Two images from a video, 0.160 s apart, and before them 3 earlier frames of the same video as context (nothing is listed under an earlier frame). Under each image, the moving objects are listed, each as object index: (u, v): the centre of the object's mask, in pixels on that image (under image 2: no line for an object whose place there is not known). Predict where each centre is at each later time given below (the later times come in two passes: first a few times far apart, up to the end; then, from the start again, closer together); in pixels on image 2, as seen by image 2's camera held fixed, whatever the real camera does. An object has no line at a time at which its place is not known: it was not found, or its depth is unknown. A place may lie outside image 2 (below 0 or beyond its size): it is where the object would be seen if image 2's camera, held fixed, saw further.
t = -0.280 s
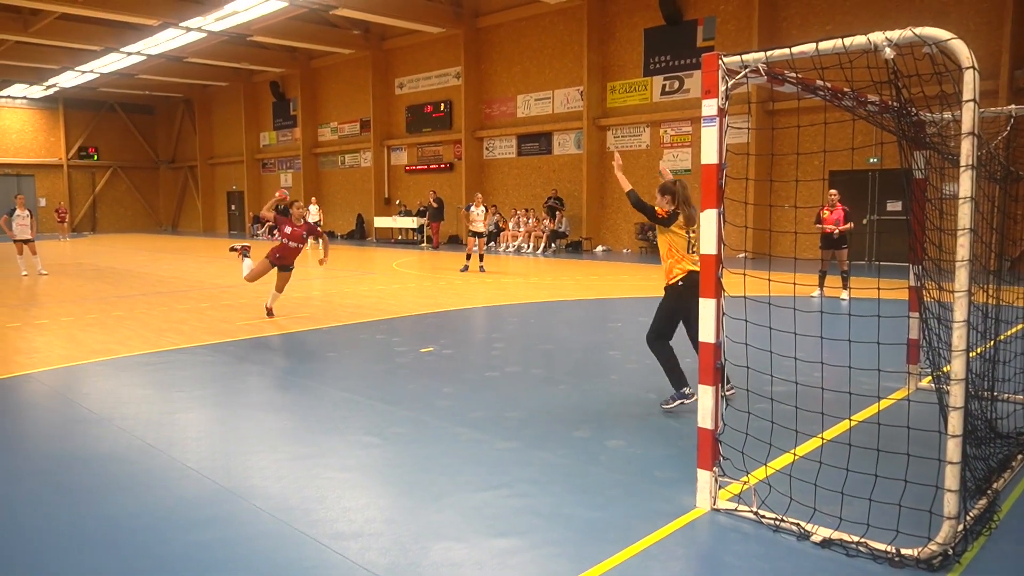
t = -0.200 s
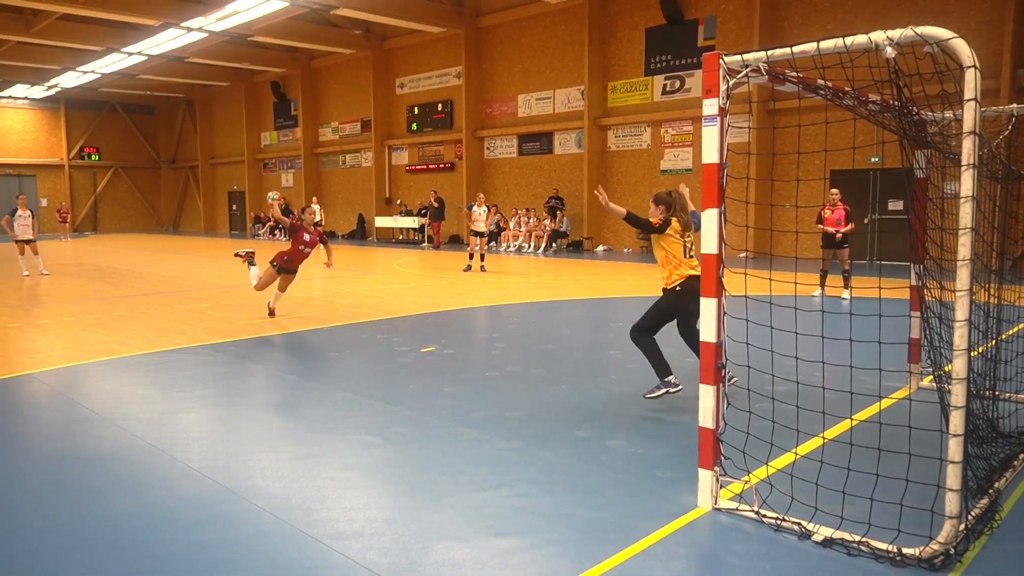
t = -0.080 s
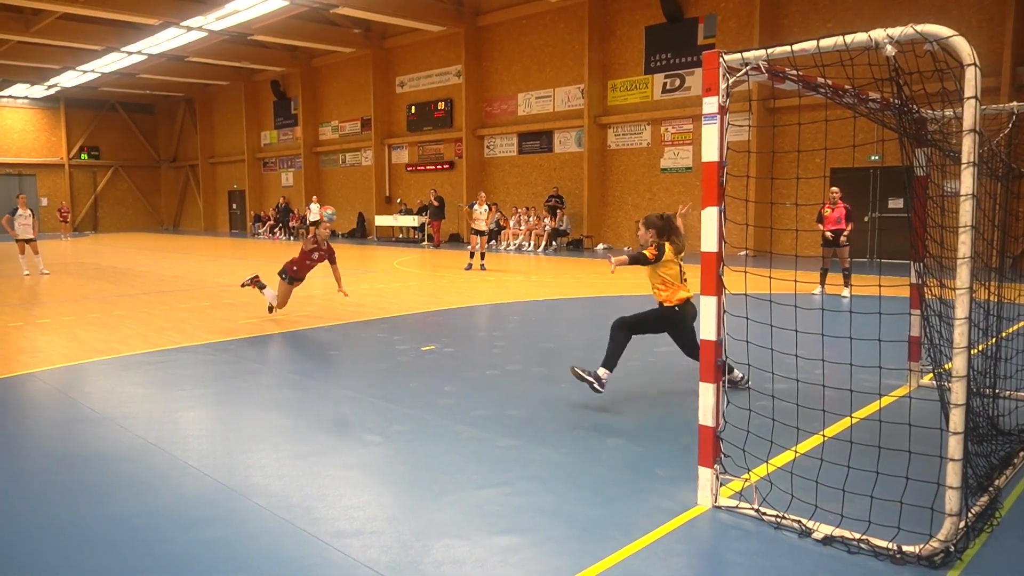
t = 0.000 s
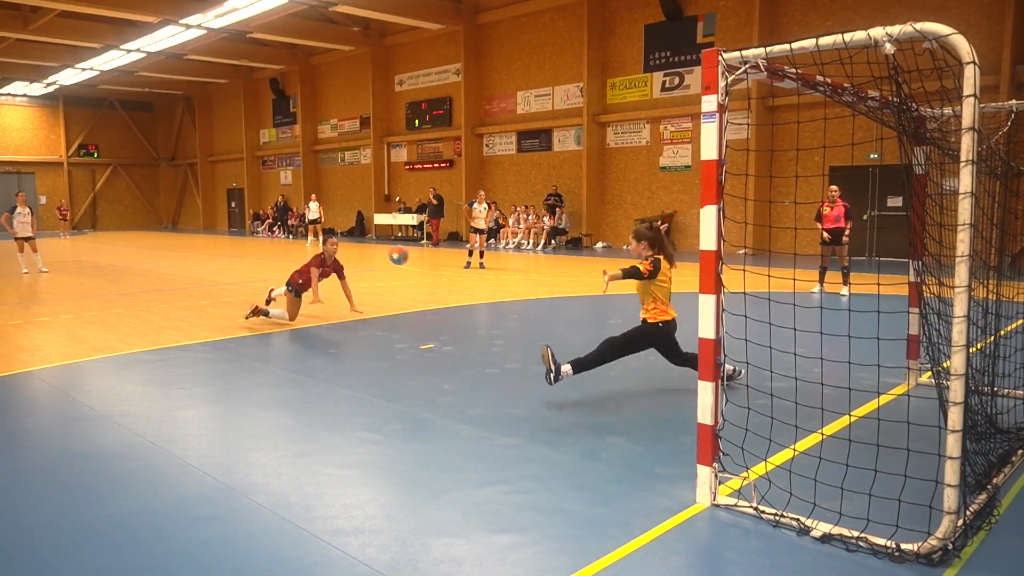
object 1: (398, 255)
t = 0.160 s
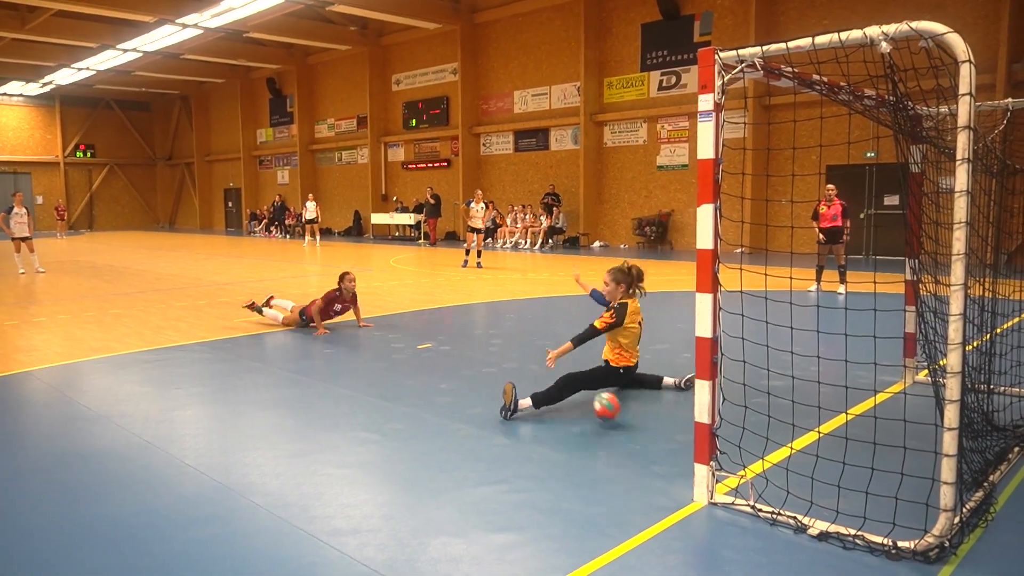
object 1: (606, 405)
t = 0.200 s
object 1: (654, 425)
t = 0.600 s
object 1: (902, 253)
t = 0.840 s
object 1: (871, 245)
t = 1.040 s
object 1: (853, 295)
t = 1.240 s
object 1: (842, 329)
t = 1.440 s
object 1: (842, 283)
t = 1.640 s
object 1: (843, 279)
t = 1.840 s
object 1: (842, 312)
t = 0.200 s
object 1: (654, 425)
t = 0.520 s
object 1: (917, 283)
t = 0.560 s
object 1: (909, 265)
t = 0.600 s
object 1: (902, 253)
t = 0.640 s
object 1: (896, 243)
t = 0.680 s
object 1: (890, 240)
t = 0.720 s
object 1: (885, 238)
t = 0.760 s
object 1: (879, 239)
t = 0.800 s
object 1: (874, 242)
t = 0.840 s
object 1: (871, 245)
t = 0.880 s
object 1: (867, 252)
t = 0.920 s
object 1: (863, 261)
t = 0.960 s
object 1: (859, 271)
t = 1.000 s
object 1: (855, 282)
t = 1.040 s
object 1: (853, 295)
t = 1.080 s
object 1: (851, 308)
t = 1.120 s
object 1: (847, 322)
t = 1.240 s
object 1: (842, 329)
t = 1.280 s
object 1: (842, 317)
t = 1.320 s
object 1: (842, 304)
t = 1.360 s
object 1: (842, 297)
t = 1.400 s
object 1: (842, 289)
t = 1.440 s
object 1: (842, 283)
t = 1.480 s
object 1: (842, 279)
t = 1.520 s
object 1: (843, 277)
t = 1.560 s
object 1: (843, 276)
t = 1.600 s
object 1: (843, 277)
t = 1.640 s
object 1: (843, 279)
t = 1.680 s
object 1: (843, 284)
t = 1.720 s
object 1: (843, 289)
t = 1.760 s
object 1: (844, 296)
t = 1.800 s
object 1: (843, 303)
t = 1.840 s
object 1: (842, 312)
